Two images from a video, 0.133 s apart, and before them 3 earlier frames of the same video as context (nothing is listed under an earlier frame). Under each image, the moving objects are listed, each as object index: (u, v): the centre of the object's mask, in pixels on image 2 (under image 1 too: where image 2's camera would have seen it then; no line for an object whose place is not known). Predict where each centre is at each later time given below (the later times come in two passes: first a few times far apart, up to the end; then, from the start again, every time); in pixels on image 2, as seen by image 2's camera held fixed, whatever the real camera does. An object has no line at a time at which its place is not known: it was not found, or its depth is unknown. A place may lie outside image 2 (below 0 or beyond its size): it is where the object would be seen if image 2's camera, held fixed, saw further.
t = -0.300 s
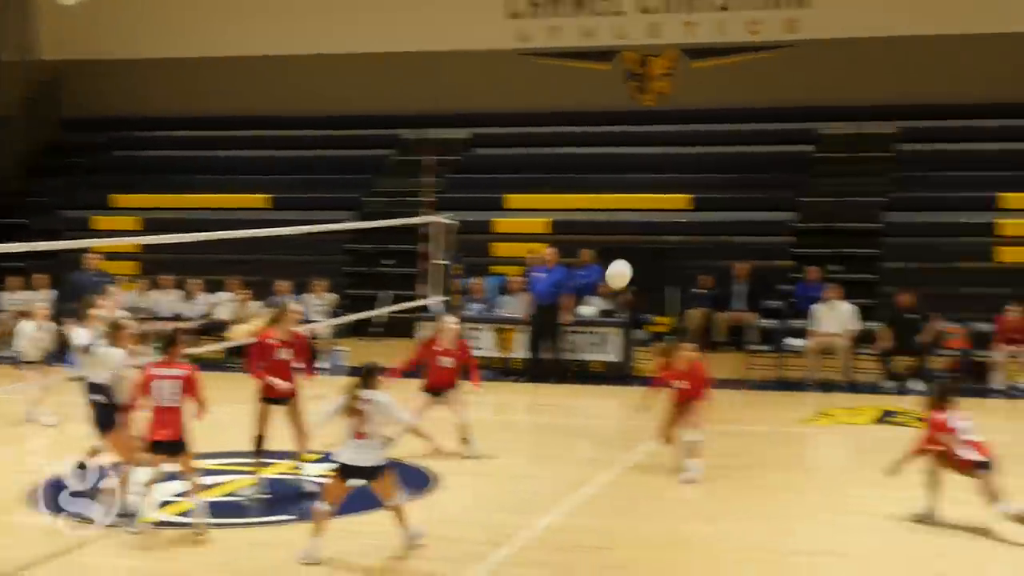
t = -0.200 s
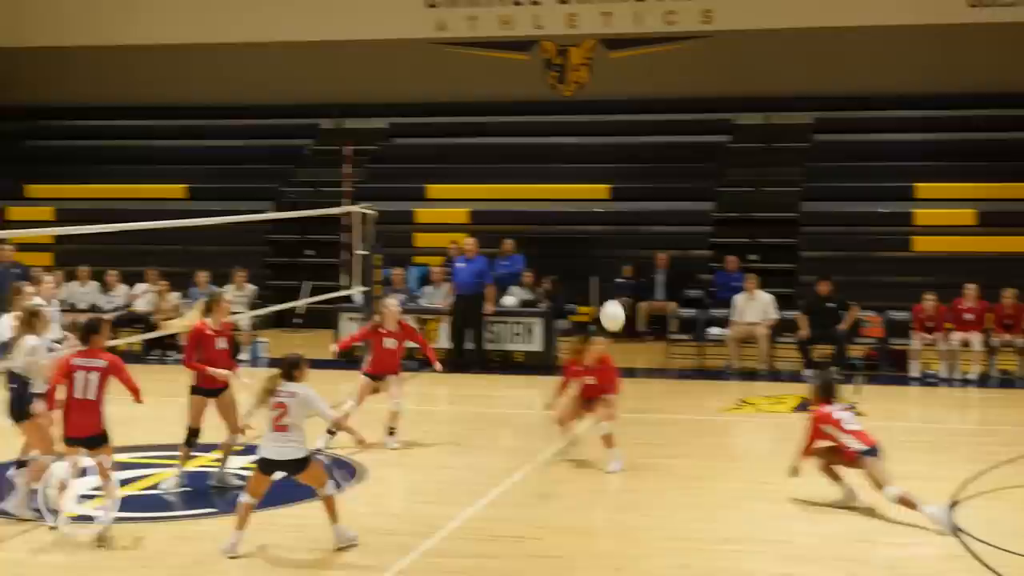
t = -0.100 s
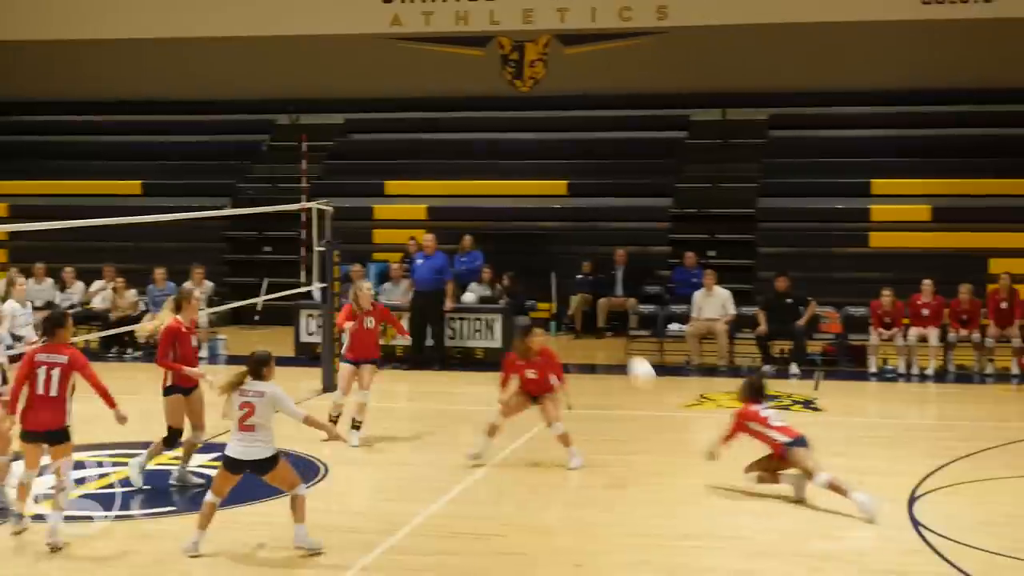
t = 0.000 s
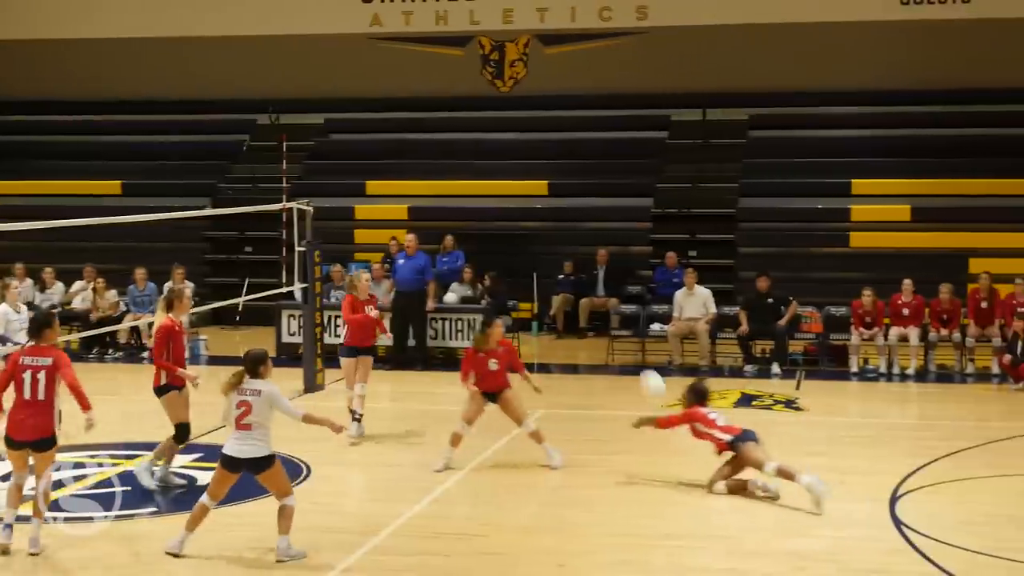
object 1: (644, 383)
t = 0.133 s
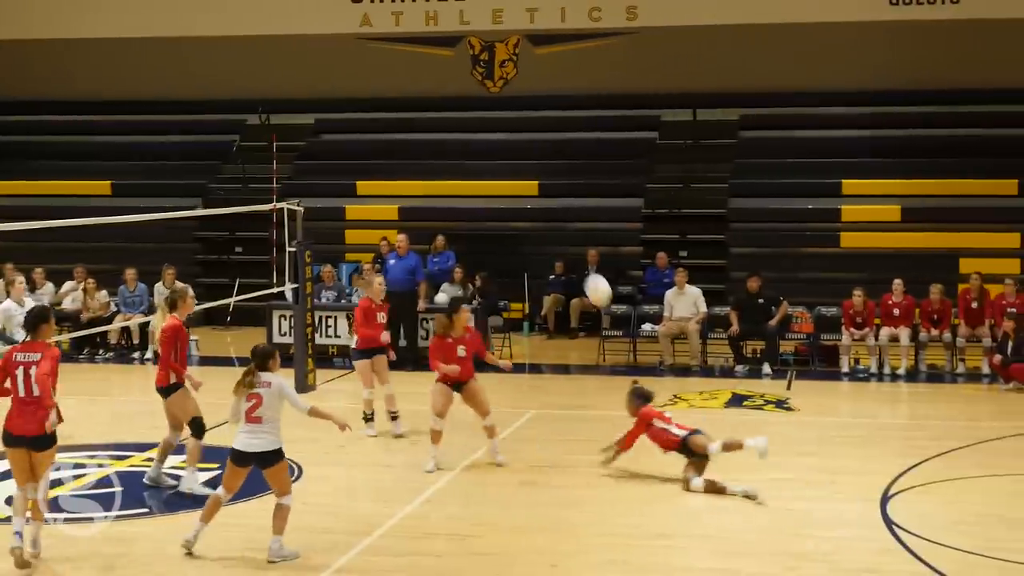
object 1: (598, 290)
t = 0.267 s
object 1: (554, 213)
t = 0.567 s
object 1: (462, 111)
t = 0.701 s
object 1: (421, 98)
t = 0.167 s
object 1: (586, 268)
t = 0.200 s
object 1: (576, 249)
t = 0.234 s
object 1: (565, 230)
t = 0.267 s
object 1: (554, 213)
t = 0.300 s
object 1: (544, 197)
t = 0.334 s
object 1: (534, 181)
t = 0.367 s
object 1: (523, 167)
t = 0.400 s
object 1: (513, 155)
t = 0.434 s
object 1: (503, 144)
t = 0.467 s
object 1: (492, 134)
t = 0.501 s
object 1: (482, 125)
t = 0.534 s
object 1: (472, 118)
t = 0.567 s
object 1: (462, 111)
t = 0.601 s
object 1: (452, 106)
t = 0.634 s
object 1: (442, 102)
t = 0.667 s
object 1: (432, 99)
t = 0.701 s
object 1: (421, 98)
